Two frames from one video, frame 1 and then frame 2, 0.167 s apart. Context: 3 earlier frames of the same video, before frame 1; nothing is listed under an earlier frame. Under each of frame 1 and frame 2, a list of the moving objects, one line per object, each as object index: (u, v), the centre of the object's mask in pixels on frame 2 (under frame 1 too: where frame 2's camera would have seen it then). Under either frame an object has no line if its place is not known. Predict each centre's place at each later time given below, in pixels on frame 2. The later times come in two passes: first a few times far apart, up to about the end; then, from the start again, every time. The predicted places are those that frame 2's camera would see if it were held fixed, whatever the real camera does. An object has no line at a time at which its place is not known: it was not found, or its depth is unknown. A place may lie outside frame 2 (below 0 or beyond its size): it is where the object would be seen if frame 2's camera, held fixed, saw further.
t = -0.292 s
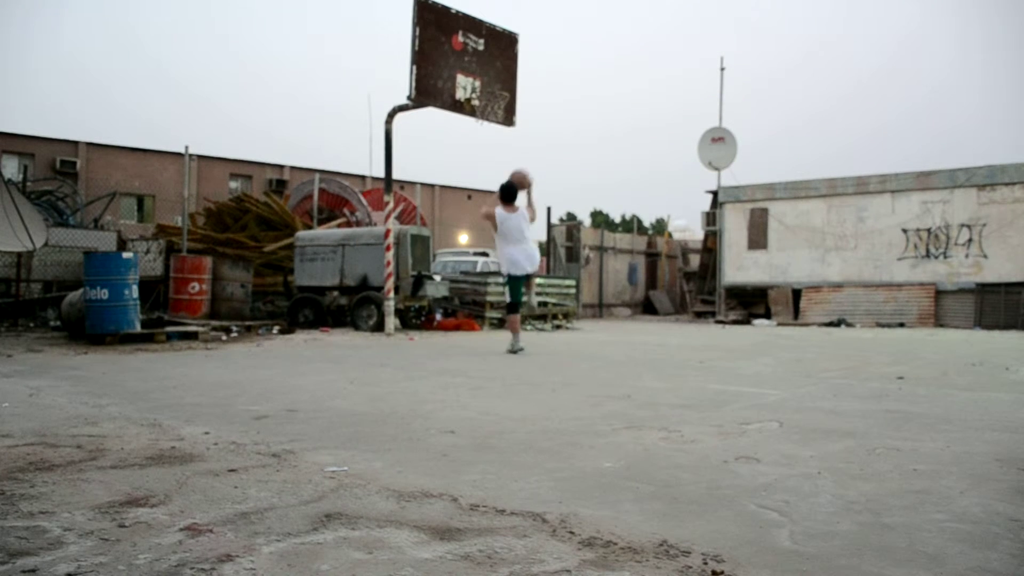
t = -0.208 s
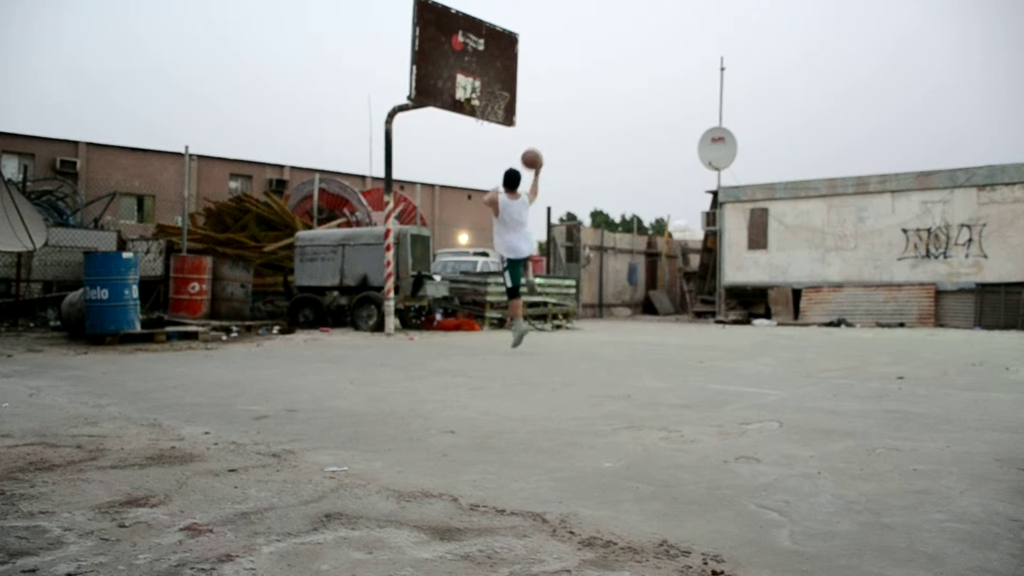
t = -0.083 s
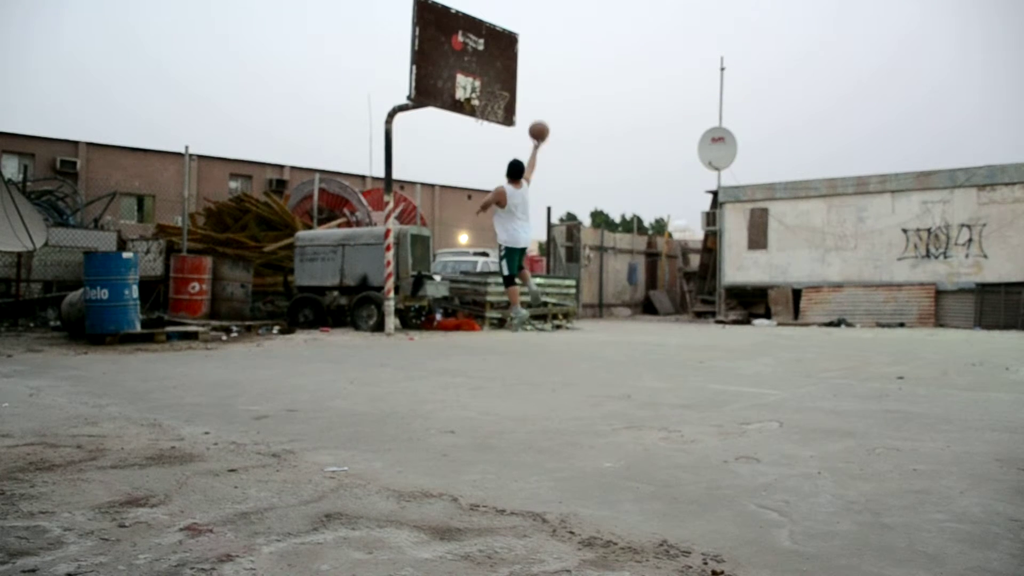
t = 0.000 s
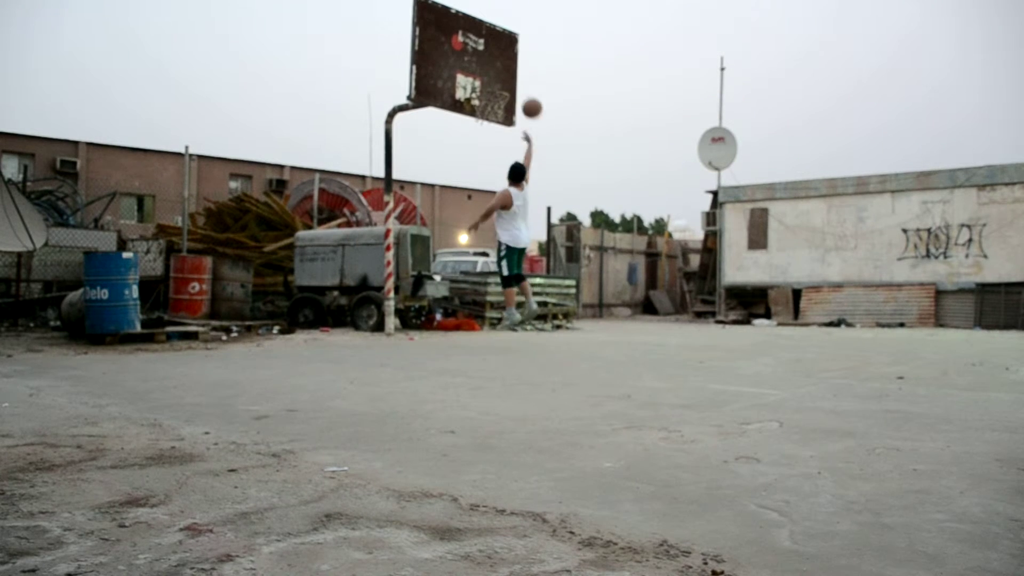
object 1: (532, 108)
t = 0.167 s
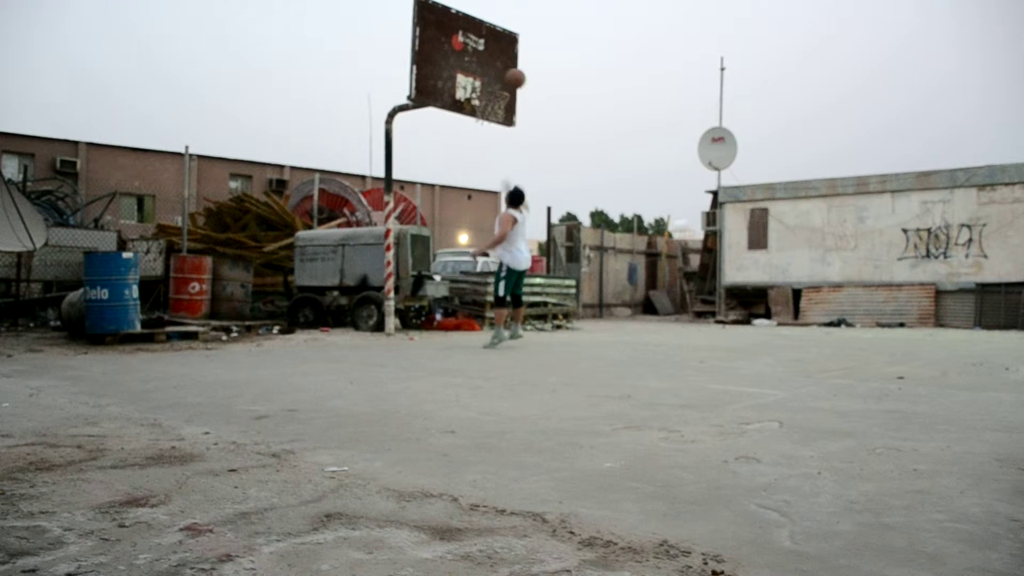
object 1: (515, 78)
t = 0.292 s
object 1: (504, 71)
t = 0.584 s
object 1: (484, 103)
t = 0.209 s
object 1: (511, 74)
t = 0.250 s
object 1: (507, 72)
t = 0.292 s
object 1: (504, 71)
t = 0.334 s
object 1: (499, 72)
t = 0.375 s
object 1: (496, 74)
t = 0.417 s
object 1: (492, 78)
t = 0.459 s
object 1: (488, 82)
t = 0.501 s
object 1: (484, 88)
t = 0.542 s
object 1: (482, 95)
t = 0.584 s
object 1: (484, 103)
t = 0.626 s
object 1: (488, 112)
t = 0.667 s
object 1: (489, 125)
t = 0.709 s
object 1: (492, 136)
